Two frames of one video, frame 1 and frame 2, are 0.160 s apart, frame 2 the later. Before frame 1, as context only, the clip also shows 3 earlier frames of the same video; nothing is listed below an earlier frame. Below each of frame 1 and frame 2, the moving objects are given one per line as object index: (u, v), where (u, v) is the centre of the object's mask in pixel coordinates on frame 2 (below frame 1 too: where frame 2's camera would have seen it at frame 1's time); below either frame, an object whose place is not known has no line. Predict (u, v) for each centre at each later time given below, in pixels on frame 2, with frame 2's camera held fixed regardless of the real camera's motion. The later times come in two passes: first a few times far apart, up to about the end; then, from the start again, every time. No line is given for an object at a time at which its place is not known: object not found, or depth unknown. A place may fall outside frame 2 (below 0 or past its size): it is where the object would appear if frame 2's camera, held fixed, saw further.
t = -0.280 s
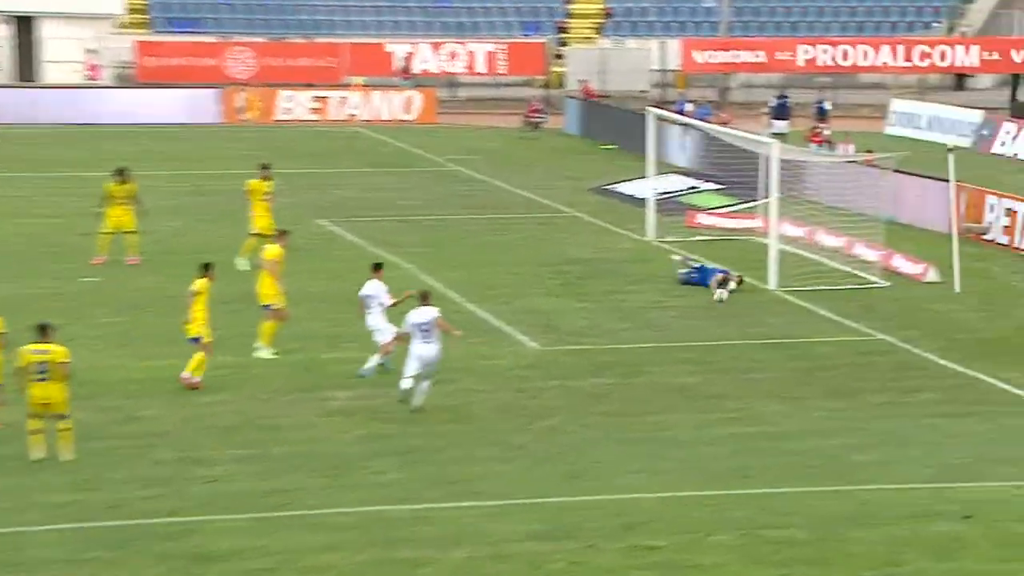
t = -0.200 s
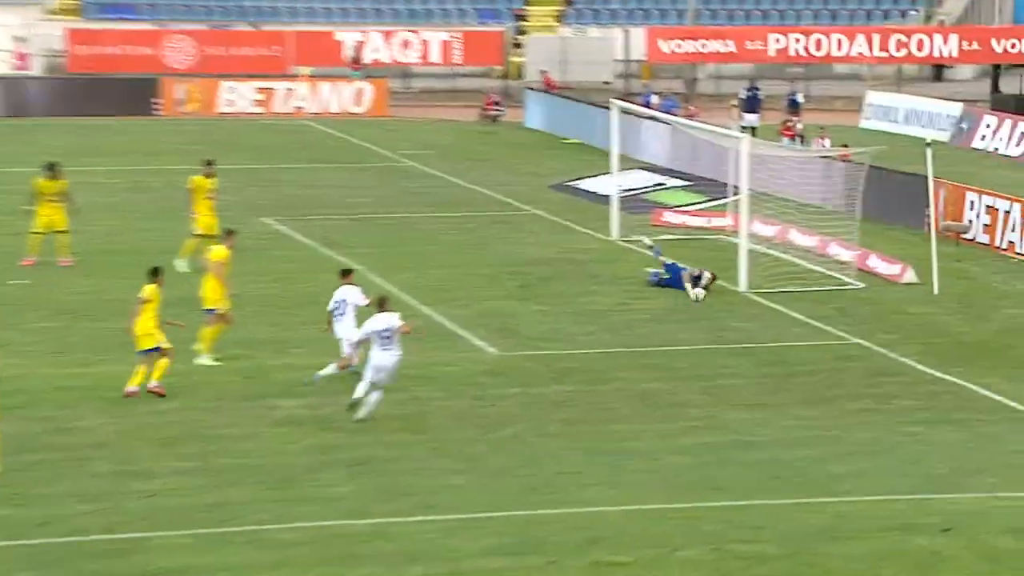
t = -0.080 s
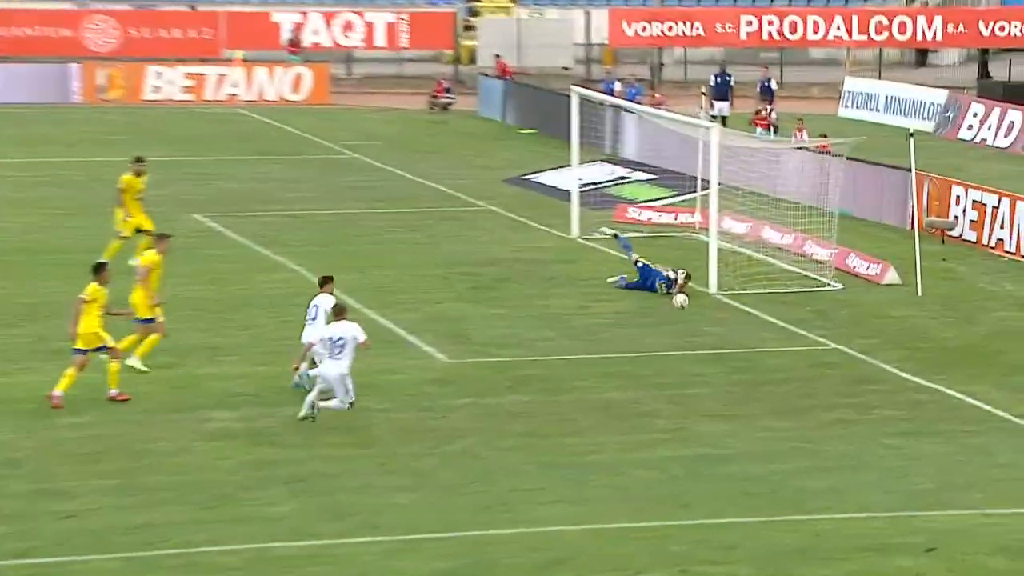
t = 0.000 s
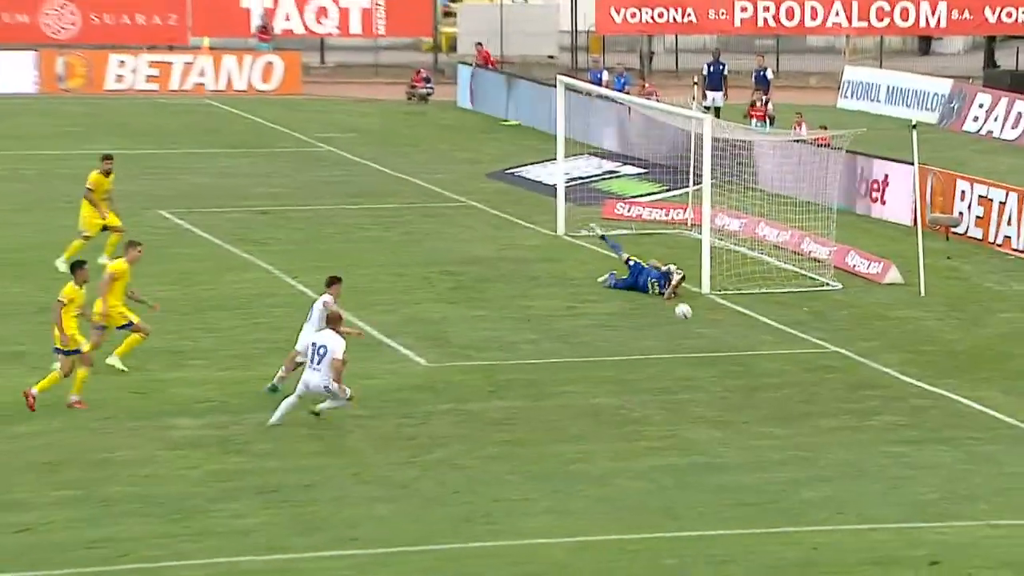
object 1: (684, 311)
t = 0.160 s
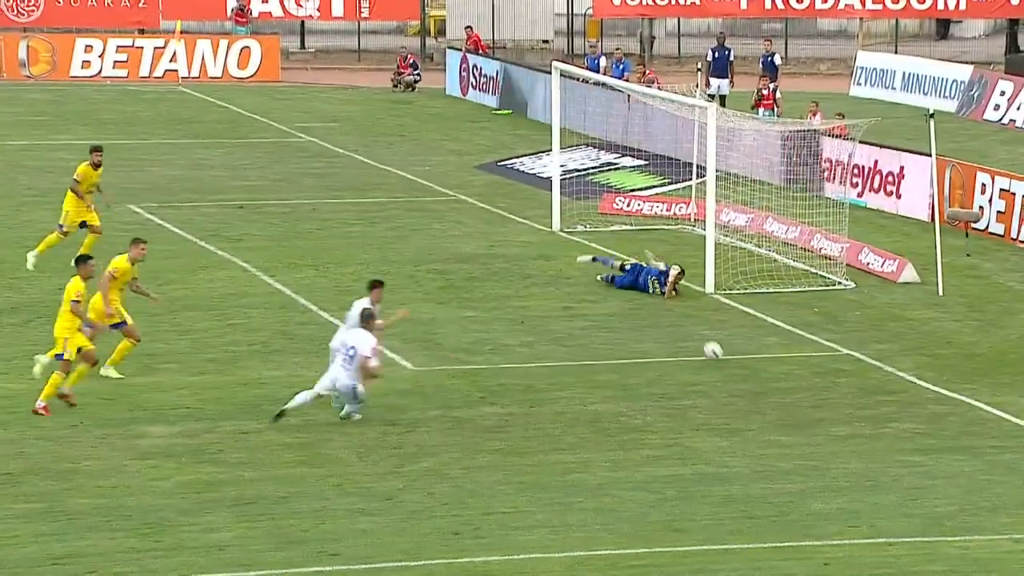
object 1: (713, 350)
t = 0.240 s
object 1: (725, 372)
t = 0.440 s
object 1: (736, 377)
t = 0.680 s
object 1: (752, 414)
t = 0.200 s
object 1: (720, 364)
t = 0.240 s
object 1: (725, 372)
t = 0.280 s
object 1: (727, 370)
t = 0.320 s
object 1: (729, 369)
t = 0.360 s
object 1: (731, 371)
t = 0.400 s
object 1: (734, 372)
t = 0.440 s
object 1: (736, 377)
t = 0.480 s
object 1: (738, 381)
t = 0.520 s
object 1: (741, 389)
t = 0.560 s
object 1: (744, 397)
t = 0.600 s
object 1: (746, 408)
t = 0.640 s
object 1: (749, 413)
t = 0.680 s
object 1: (752, 414)
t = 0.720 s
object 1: (755, 417)
